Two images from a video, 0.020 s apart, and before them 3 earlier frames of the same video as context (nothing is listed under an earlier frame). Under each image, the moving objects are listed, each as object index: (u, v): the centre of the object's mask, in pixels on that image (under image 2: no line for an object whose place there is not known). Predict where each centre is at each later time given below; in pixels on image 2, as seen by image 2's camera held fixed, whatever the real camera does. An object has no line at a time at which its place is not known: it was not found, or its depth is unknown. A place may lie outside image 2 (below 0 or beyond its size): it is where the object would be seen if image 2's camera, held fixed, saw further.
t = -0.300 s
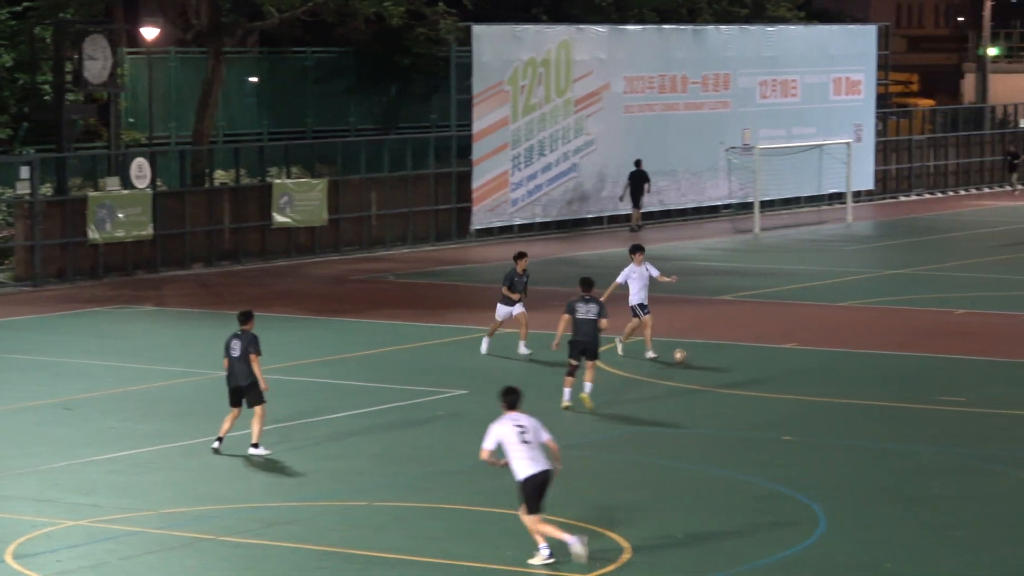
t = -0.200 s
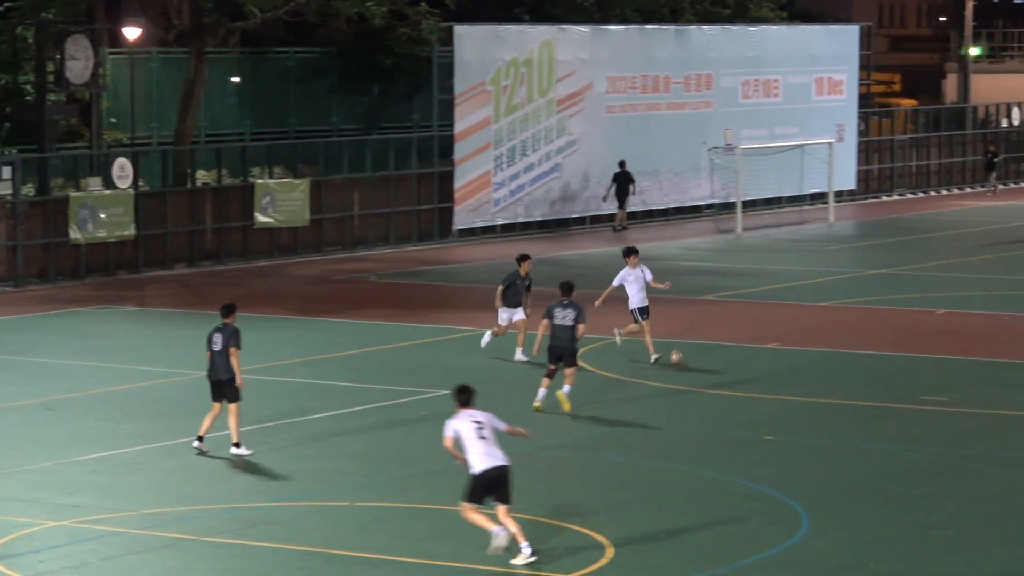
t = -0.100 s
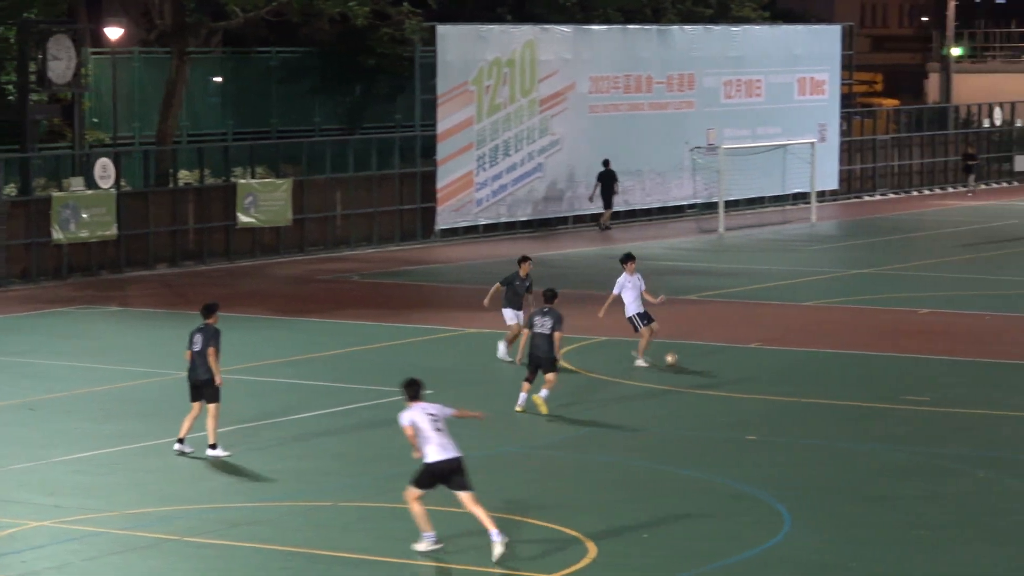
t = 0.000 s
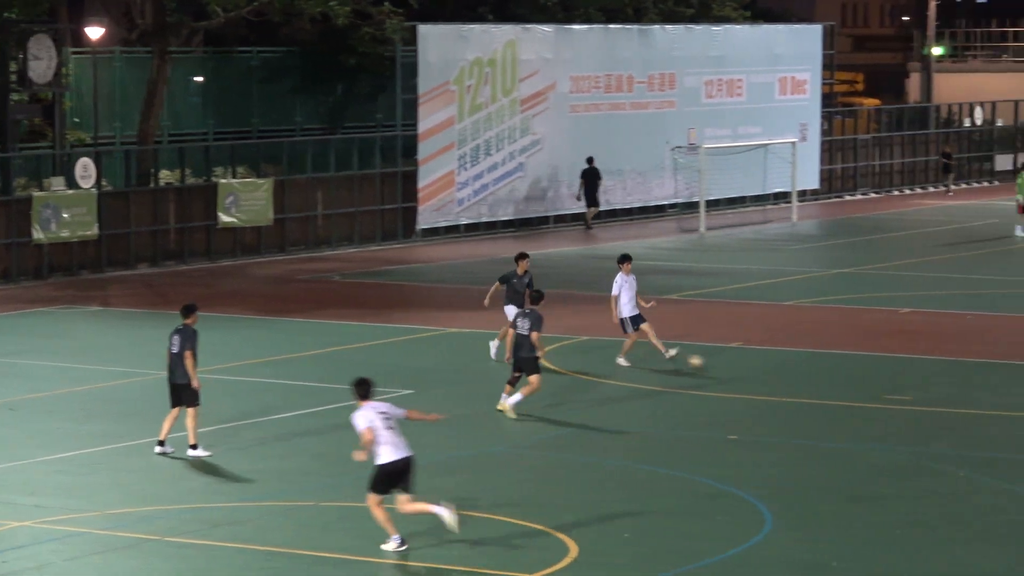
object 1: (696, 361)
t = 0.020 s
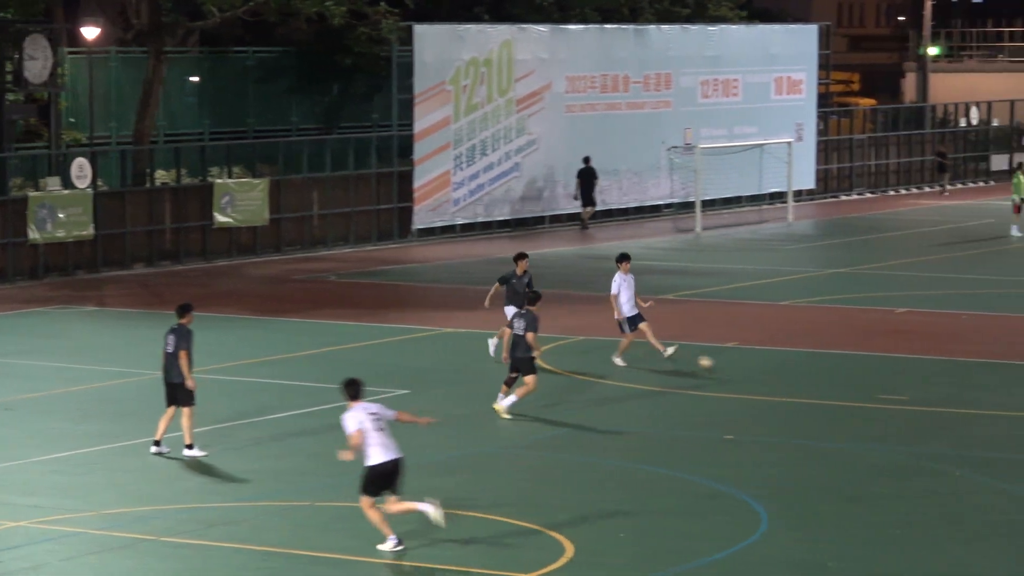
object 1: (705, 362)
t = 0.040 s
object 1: (720, 364)
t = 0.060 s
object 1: (734, 366)
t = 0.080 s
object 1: (749, 369)
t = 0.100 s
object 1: (763, 371)
